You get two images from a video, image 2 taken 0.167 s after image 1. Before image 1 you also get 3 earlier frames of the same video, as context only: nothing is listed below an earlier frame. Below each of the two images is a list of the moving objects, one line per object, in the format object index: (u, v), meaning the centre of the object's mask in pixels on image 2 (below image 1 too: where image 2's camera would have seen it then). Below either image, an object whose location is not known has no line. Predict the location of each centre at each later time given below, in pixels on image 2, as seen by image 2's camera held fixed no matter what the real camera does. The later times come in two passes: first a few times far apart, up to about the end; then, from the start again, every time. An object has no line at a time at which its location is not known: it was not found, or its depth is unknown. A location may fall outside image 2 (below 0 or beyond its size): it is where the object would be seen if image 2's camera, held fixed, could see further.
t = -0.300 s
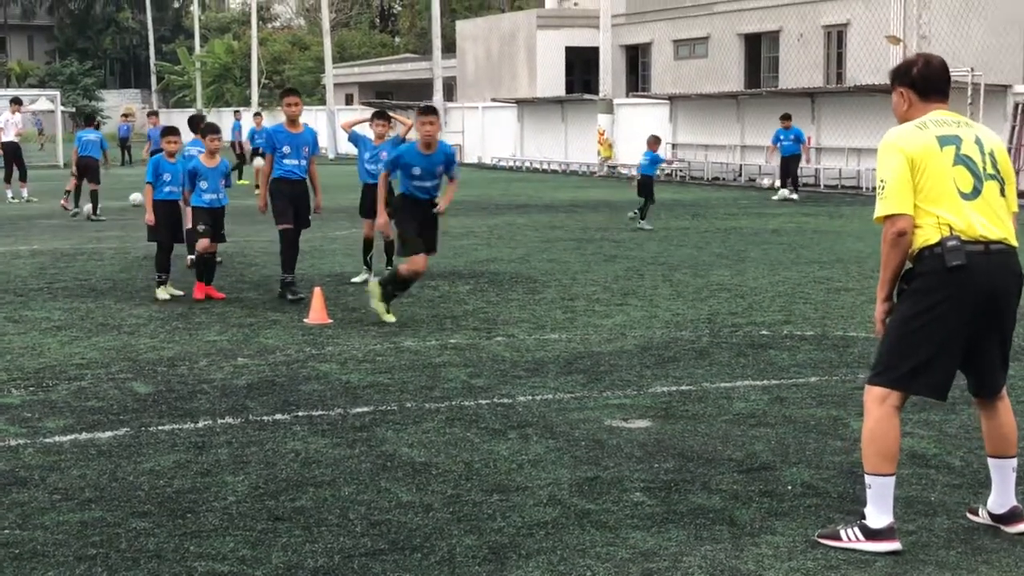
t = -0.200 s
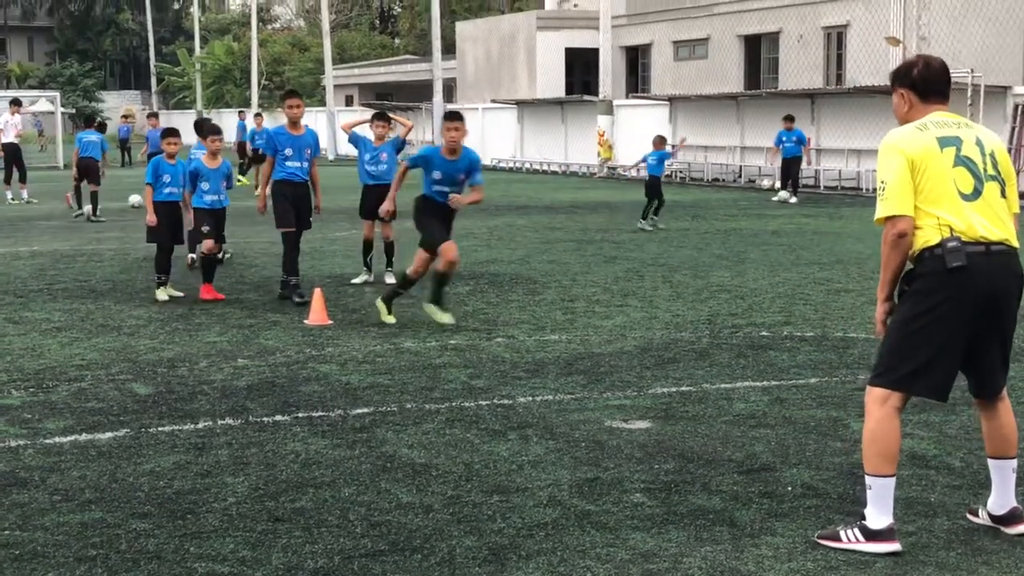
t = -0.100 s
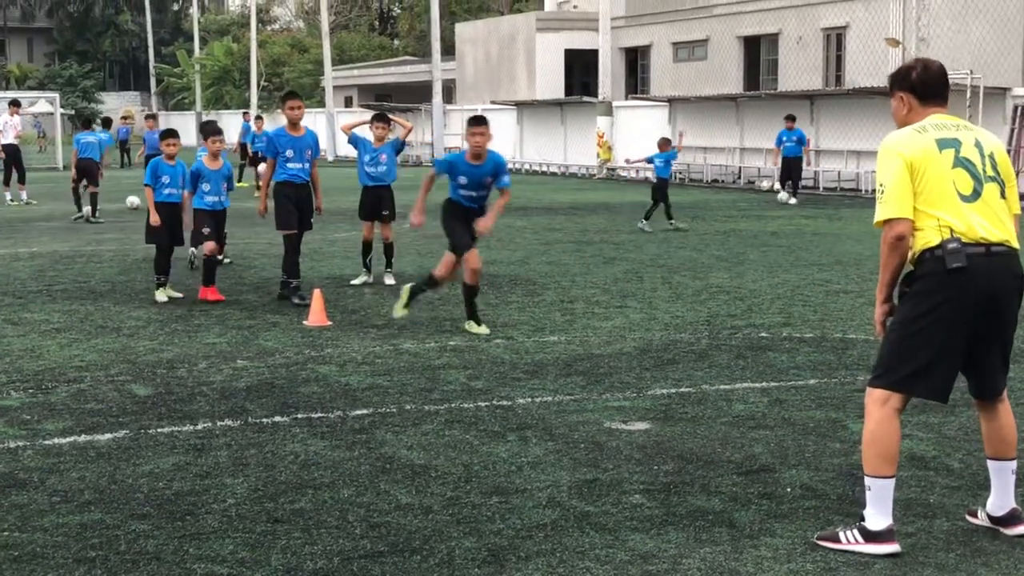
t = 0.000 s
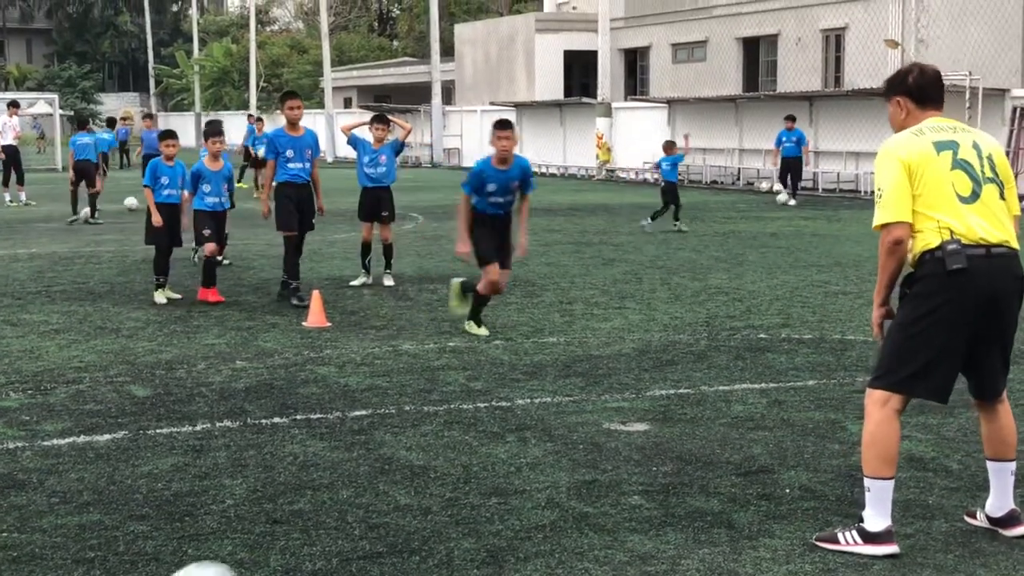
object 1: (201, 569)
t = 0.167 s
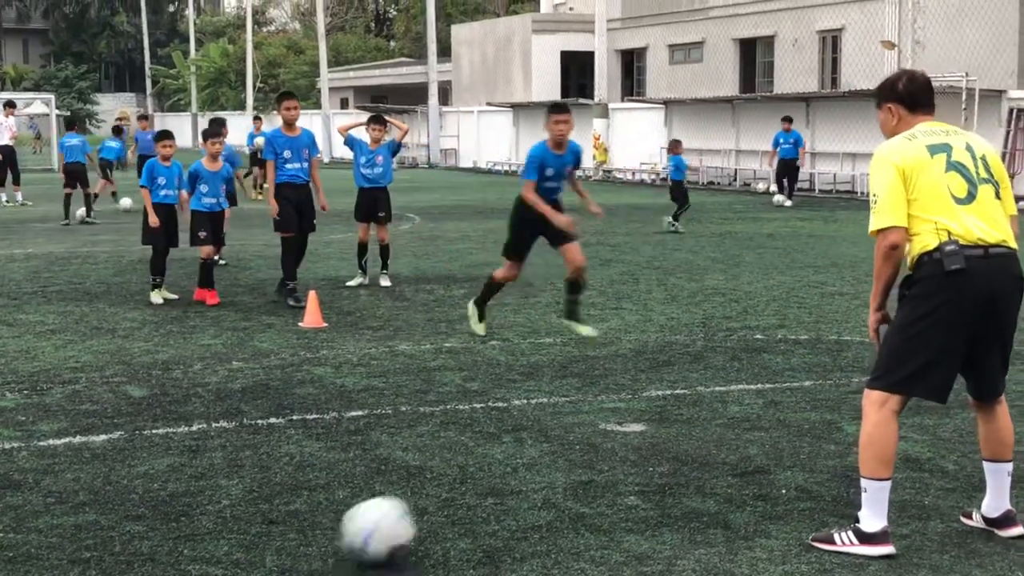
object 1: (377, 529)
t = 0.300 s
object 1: (488, 485)
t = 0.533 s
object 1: (631, 428)
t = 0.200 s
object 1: (408, 514)
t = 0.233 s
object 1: (436, 500)
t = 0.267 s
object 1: (462, 489)
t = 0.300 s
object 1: (488, 485)
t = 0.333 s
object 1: (513, 477)
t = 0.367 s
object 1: (534, 463)
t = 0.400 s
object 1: (555, 451)
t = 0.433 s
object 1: (576, 445)
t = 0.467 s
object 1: (595, 442)
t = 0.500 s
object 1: (613, 438)
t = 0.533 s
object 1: (631, 428)
